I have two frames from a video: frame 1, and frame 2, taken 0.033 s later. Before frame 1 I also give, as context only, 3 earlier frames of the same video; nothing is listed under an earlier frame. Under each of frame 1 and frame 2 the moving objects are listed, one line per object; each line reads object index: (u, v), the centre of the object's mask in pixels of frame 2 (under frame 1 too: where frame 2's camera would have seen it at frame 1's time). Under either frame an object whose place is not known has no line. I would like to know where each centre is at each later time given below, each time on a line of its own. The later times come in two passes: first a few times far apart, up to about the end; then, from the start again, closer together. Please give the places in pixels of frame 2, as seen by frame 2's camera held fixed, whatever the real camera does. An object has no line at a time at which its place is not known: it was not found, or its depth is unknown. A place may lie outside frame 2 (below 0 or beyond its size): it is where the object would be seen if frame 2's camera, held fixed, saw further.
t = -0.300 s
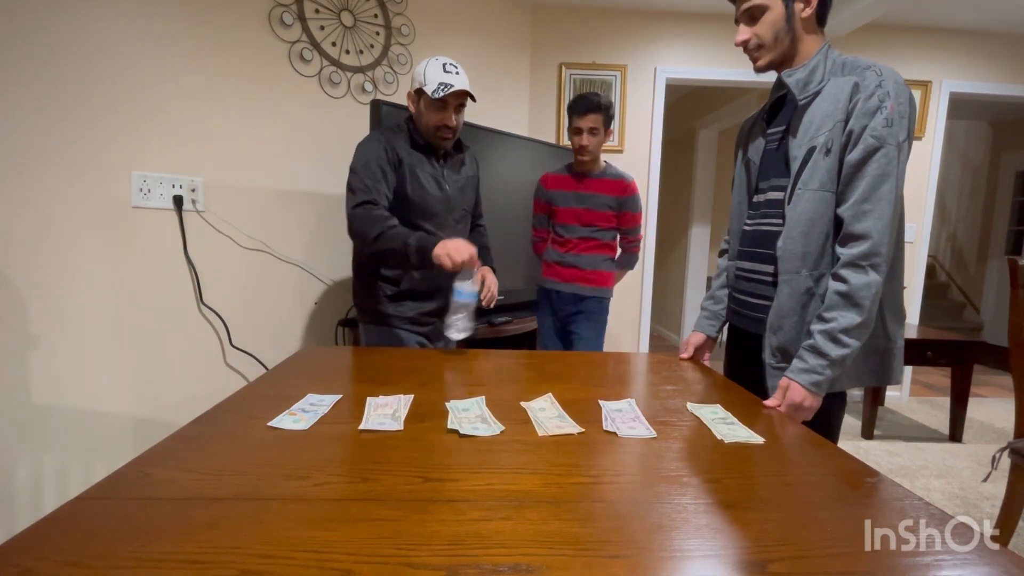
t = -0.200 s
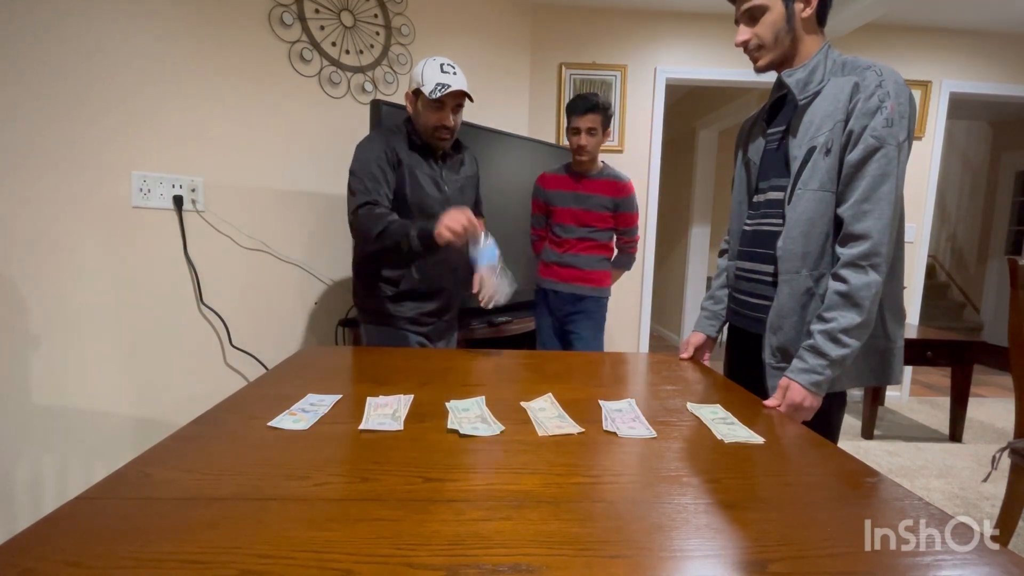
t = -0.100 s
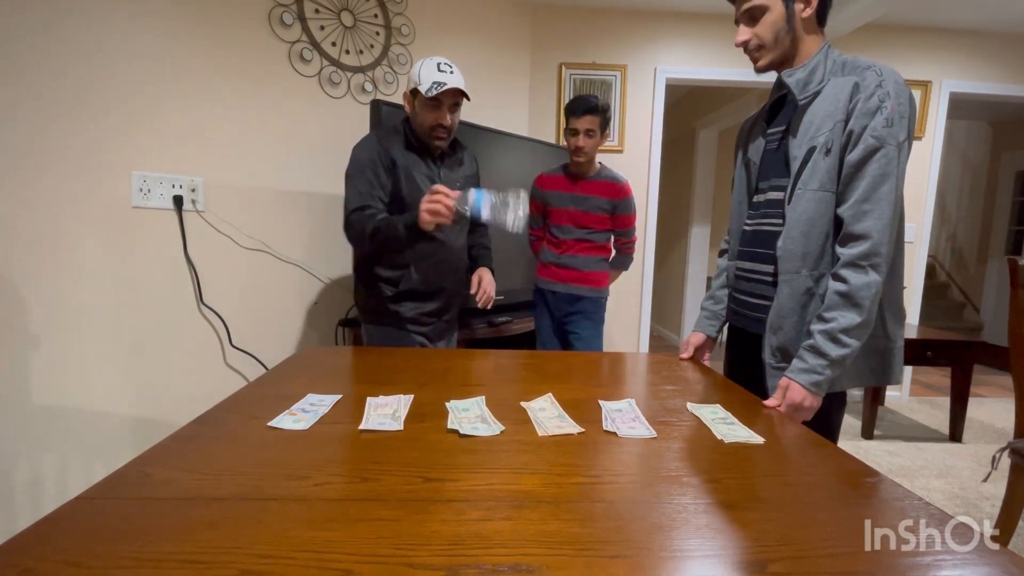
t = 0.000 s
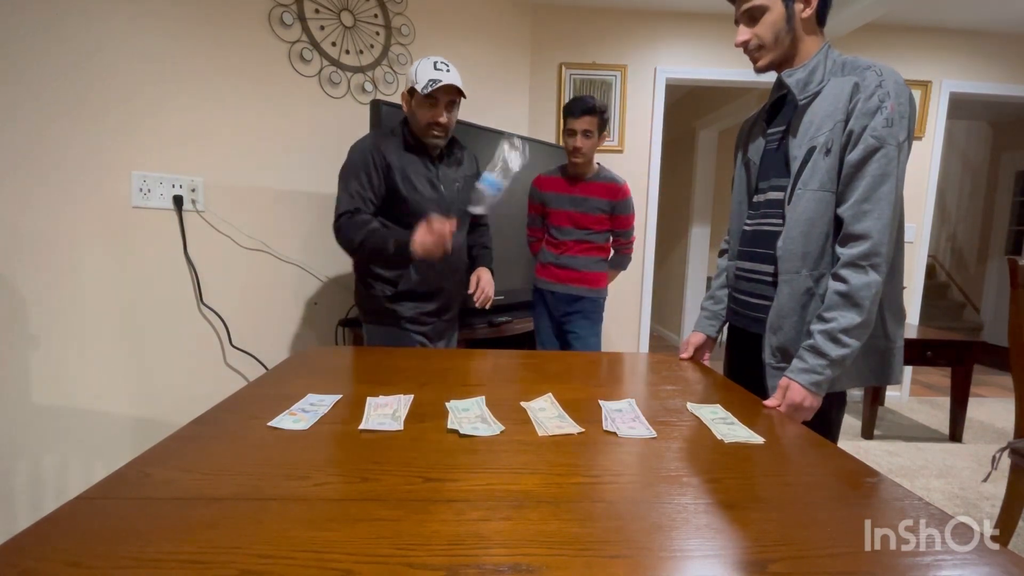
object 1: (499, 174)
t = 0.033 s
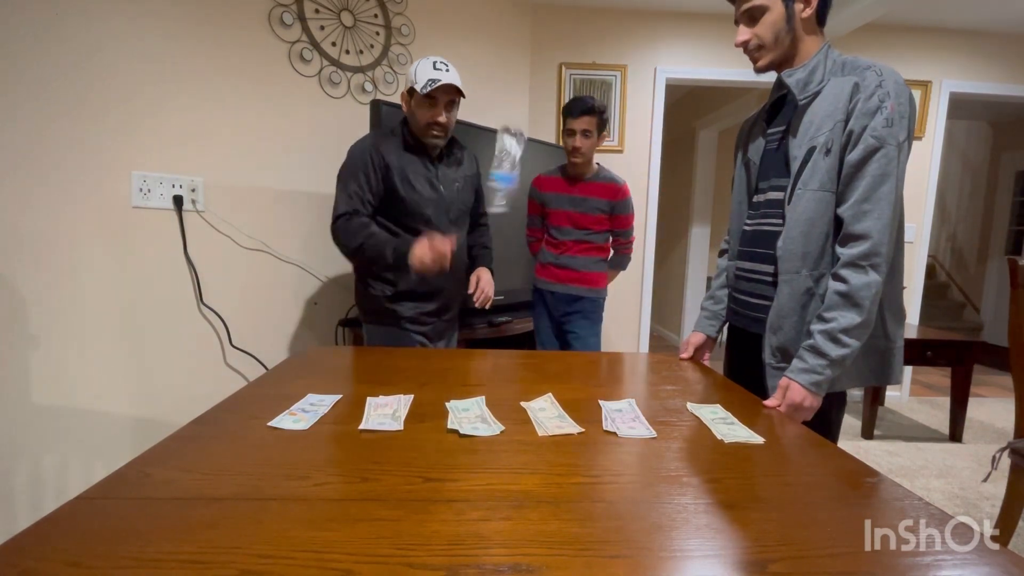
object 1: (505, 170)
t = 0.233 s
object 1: (519, 179)
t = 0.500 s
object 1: (499, 341)
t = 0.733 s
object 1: (492, 363)
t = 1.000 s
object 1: (483, 367)
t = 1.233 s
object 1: (483, 368)
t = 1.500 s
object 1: (483, 368)
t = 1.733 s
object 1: (483, 368)
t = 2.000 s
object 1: (483, 368)
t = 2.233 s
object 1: (483, 368)
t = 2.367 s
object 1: (483, 368)
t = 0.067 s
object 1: (512, 164)
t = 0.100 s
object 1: (519, 160)
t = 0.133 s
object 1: (523, 158)
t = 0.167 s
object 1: (523, 158)
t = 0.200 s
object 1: (521, 165)
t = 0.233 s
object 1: (519, 179)
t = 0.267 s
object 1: (516, 197)
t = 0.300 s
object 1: (510, 221)
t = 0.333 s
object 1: (506, 249)
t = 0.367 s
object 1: (500, 287)
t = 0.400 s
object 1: (495, 323)
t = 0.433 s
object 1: (495, 333)
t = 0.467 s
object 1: (497, 336)
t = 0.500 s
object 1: (499, 341)
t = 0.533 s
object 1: (500, 350)
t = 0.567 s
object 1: (500, 360)
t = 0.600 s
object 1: (497, 362)
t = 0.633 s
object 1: (495, 363)
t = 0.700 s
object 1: (493, 363)
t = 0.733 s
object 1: (492, 363)
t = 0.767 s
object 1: (491, 364)
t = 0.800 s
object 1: (488, 364)
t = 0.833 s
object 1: (486, 365)
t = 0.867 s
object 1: (484, 365)
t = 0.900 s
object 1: (484, 366)
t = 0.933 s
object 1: (484, 366)
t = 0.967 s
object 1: (484, 367)
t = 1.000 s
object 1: (483, 367)
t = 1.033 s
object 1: (483, 368)
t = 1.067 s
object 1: (483, 368)
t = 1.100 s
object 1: (483, 368)
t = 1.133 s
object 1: (483, 368)
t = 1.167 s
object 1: (483, 368)
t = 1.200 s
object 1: (483, 367)
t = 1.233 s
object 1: (483, 368)
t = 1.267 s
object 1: (483, 367)
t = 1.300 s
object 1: (483, 368)
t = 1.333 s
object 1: (483, 368)
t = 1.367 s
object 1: (483, 367)
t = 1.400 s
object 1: (483, 368)
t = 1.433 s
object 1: (483, 368)
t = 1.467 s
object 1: (483, 368)
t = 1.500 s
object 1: (483, 368)
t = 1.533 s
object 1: (483, 368)
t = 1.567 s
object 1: (483, 368)
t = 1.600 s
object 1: (483, 368)
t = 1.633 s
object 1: (483, 368)
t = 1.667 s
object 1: (483, 368)
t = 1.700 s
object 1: (483, 368)
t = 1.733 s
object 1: (483, 368)
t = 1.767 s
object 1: (483, 368)
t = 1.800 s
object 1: (483, 368)
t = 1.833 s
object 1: (483, 368)
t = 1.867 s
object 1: (483, 368)
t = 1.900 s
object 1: (483, 368)
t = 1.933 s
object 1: (483, 368)
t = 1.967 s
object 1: (483, 368)
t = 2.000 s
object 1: (483, 368)
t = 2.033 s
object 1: (483, 368)
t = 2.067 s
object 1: (483, 368)
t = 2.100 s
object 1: (483, 368)
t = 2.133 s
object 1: (483, 368)
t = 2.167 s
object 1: (483, 368)
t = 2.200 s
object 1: (483, 368)
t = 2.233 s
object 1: (483, 368)
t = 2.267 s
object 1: (483, 368)
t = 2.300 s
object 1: (483, 368)
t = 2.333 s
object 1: (483, 368)
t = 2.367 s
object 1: (483, 368)
